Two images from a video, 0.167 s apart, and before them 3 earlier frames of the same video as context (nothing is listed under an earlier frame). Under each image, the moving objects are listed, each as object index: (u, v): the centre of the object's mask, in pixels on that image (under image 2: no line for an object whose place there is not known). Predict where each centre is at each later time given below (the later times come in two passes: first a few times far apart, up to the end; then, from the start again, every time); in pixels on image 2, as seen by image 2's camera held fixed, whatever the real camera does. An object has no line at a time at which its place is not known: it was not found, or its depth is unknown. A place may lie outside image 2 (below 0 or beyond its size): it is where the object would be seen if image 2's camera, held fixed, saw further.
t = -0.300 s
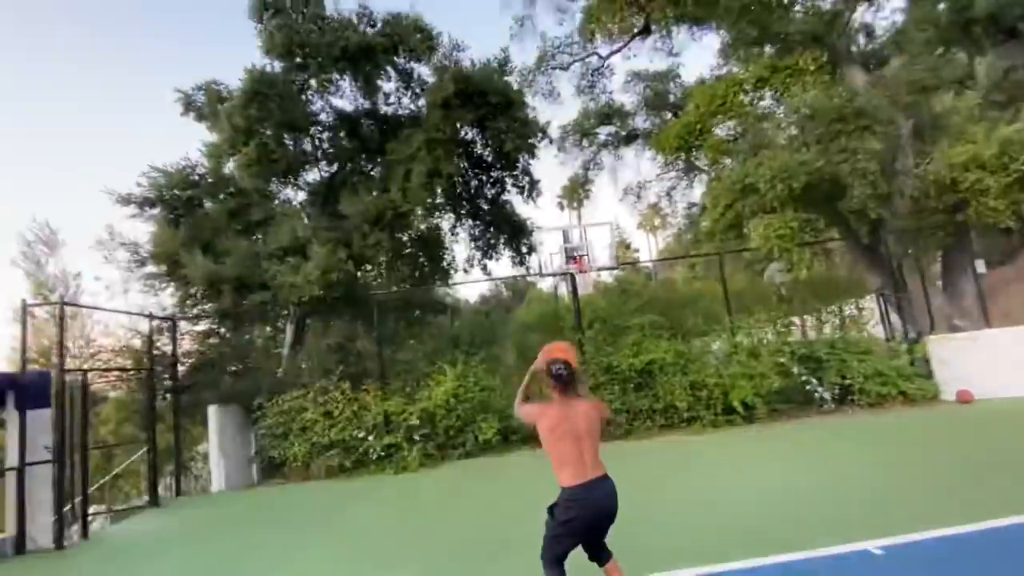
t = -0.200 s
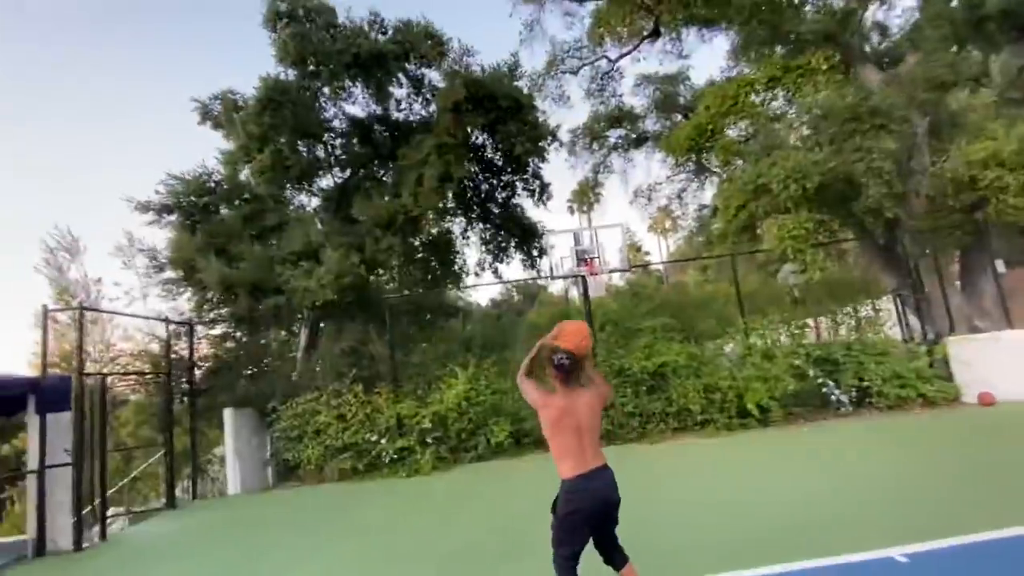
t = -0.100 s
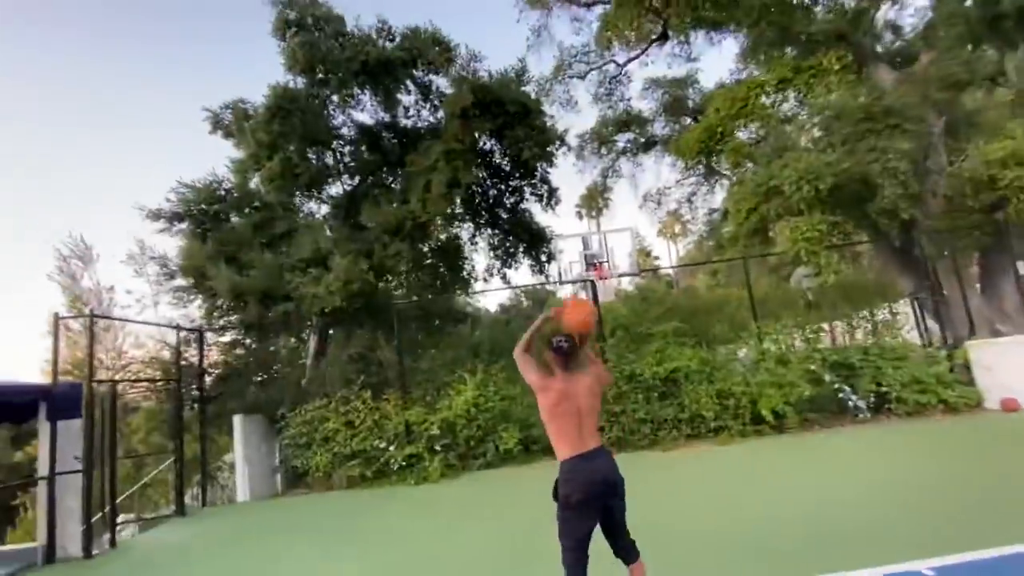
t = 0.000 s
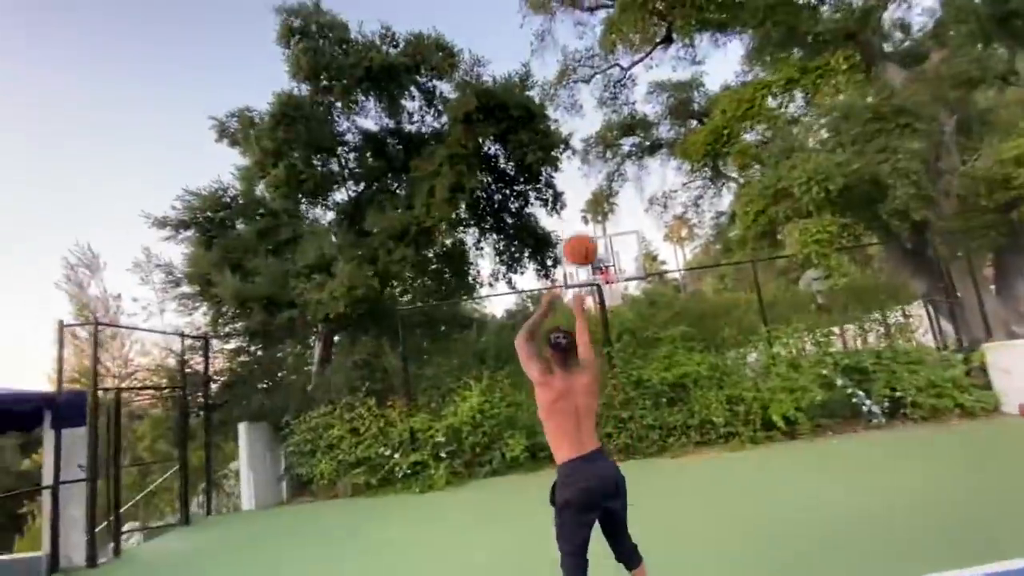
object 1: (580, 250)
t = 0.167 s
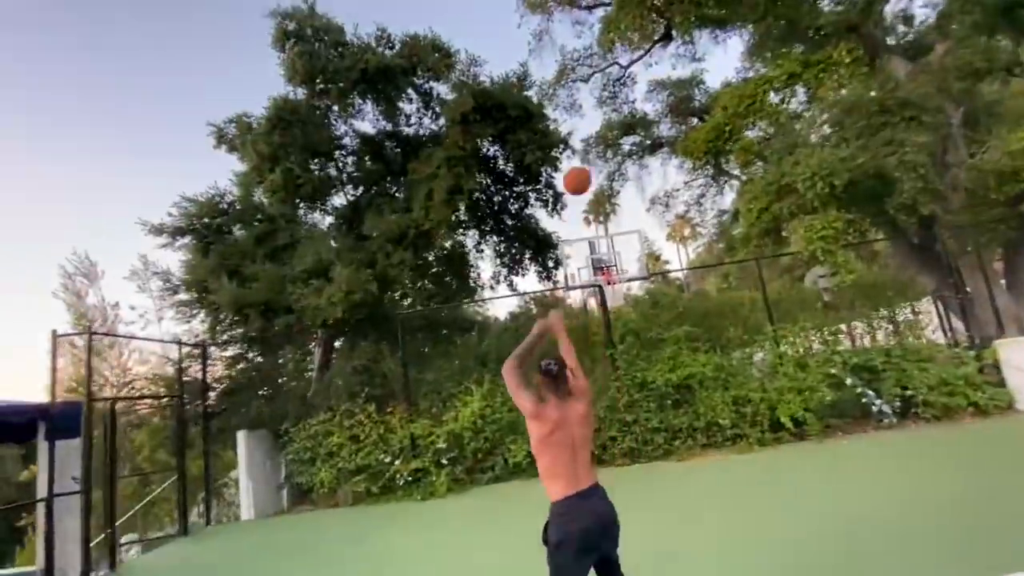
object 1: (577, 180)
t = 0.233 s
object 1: (578, 167)
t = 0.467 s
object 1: (585, 162)
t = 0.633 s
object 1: (594, 185)
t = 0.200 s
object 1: (578, 173)
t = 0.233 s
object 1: (578, 167)
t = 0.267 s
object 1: (579, 163)
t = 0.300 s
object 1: (579, 161)
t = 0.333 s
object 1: (580, 159)
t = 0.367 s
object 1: (581, 158)
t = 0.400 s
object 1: (581, 159)
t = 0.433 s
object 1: (584, 160)
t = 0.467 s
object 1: (585, 162)
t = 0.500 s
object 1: (586, 165)
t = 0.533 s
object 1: (588, 169)
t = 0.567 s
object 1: (590, 174)
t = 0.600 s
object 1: (591, 180)
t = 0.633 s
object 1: (594, 185)
